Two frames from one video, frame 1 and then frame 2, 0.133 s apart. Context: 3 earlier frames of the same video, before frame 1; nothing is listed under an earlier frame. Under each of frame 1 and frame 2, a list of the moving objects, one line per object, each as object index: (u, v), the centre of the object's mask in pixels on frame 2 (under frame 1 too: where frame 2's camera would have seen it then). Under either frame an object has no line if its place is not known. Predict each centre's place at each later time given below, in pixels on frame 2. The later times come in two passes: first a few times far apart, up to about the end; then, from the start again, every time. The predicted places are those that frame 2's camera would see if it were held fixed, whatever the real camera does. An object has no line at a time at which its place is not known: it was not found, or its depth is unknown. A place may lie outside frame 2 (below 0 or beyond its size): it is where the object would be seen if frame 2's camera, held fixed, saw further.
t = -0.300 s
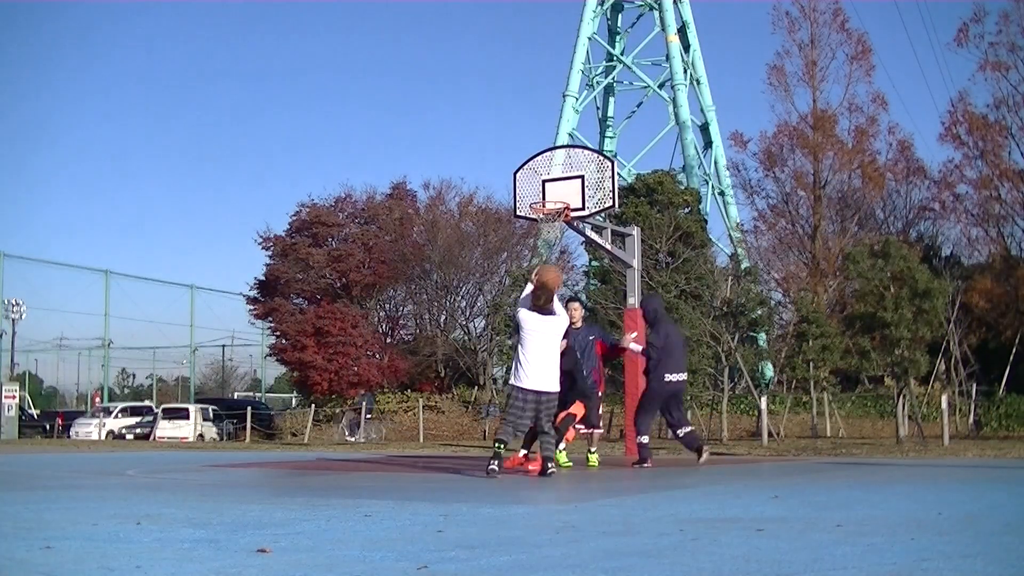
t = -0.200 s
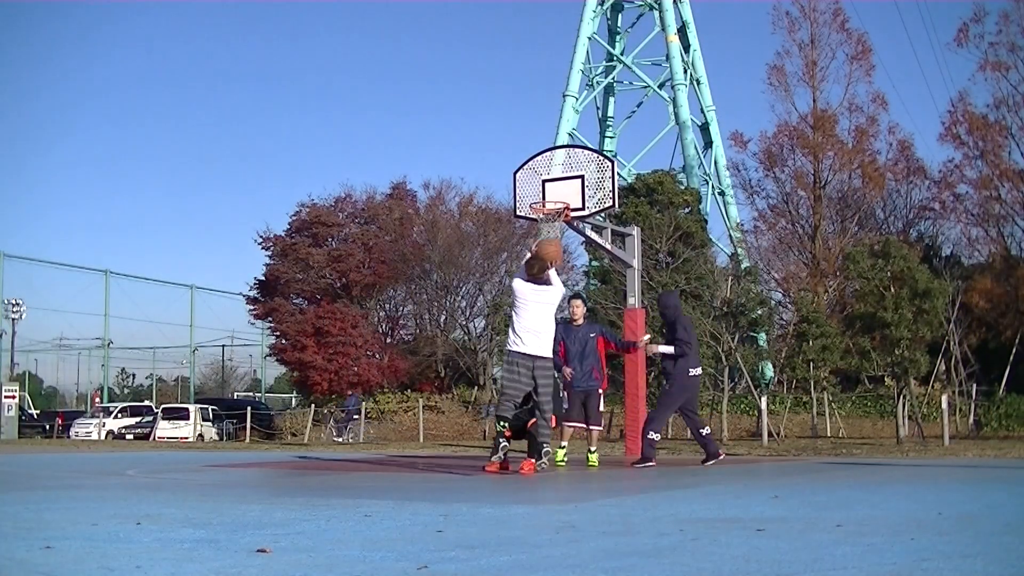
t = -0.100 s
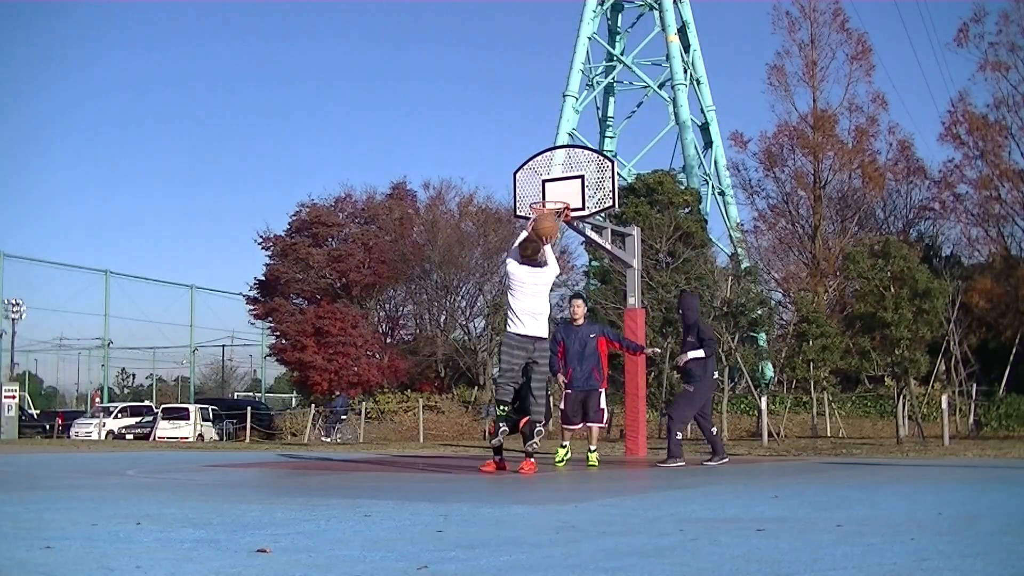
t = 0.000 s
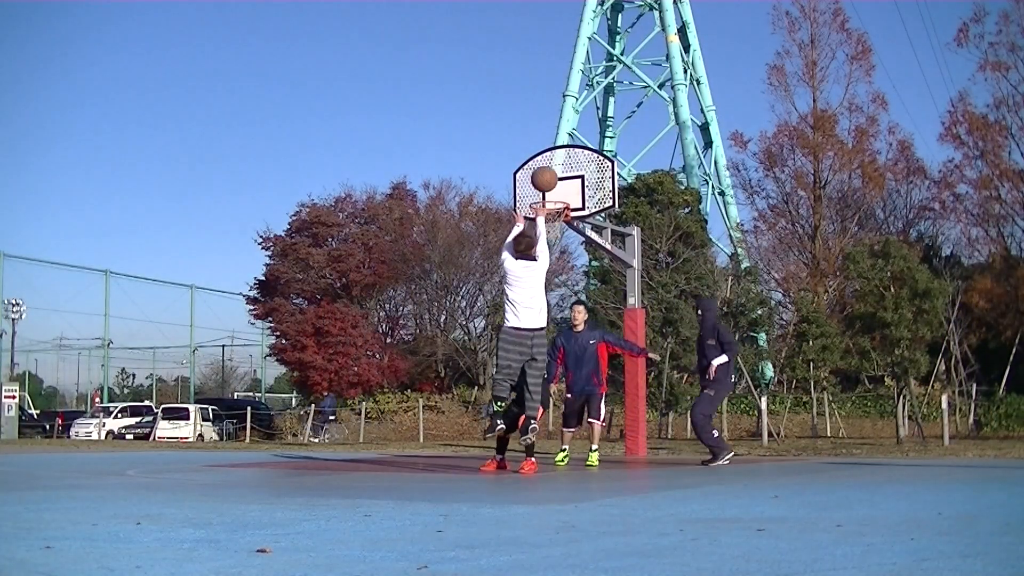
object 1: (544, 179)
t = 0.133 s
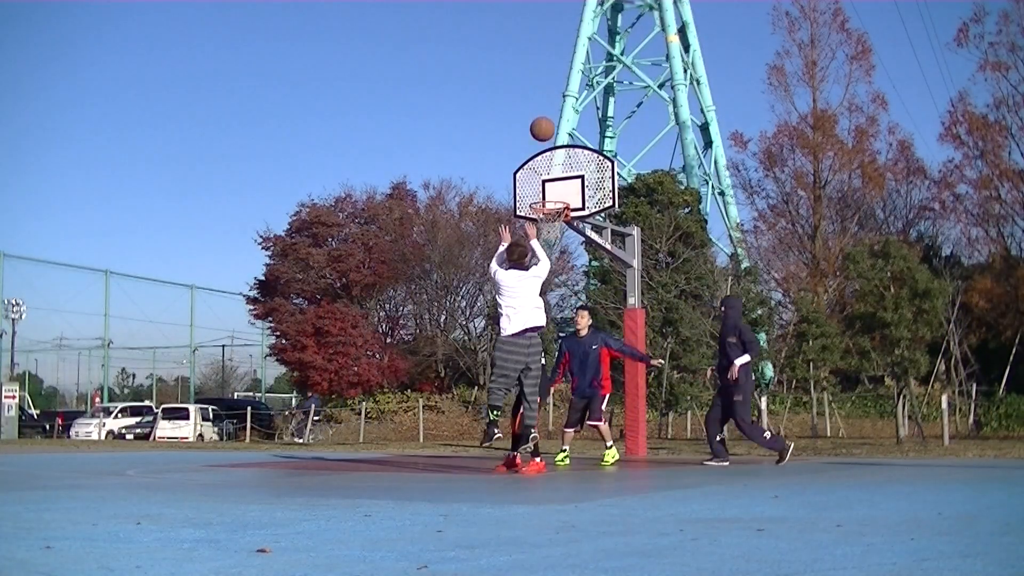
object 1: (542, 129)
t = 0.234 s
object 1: (541, 106)
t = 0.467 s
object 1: (540, 95)
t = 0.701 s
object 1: (539, 130)
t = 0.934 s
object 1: (540, 201)
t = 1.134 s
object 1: (562, 215)
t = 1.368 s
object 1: (539, 218)
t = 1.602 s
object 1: (547, 239)
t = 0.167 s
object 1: (542, 120)
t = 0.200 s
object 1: (541, 113)
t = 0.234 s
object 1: (541, 106)
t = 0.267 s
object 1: (541, 101)
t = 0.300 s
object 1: (541, 98)
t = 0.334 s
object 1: (540, 95)
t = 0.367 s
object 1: (540, 93)
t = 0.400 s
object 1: (540, 93)
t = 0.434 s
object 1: (540, 93)
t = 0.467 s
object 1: (540, 95)
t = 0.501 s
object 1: (540, 97)
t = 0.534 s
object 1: (540, 100)
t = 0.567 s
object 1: (540, 105)
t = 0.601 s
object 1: (540, 110)
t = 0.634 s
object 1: (540, 115)
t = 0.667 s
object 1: (540, 122)
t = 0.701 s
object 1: (539, 130)
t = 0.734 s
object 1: (539, 138)
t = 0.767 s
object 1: (539, 147)
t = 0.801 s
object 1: (539, 157)
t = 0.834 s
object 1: (538, 168)
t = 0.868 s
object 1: (539, 179)
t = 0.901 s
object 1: (539, 191)
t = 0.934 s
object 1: (540, 201)
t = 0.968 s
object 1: (544, 205)
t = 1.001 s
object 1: (551, 211)
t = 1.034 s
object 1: (555, 210)
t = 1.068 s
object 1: (561, 213)
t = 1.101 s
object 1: (563, 215)
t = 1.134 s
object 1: (562, 215)
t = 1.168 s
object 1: (560, 216)
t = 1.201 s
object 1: (558, 215)
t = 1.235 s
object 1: (552, 215)
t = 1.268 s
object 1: (548, 216)
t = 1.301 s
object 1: (544, 216)
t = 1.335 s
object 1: (541, 217)
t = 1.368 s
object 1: (539, 218)
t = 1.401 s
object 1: (539, 218)
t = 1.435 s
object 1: (539, 219)
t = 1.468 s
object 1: (538, 224)
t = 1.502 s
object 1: (539, 226)
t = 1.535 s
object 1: (542, 229)
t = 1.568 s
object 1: (545, 230)
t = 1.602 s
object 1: (547, 239)
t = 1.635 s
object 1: (551, 243)
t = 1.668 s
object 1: (554, 248)
